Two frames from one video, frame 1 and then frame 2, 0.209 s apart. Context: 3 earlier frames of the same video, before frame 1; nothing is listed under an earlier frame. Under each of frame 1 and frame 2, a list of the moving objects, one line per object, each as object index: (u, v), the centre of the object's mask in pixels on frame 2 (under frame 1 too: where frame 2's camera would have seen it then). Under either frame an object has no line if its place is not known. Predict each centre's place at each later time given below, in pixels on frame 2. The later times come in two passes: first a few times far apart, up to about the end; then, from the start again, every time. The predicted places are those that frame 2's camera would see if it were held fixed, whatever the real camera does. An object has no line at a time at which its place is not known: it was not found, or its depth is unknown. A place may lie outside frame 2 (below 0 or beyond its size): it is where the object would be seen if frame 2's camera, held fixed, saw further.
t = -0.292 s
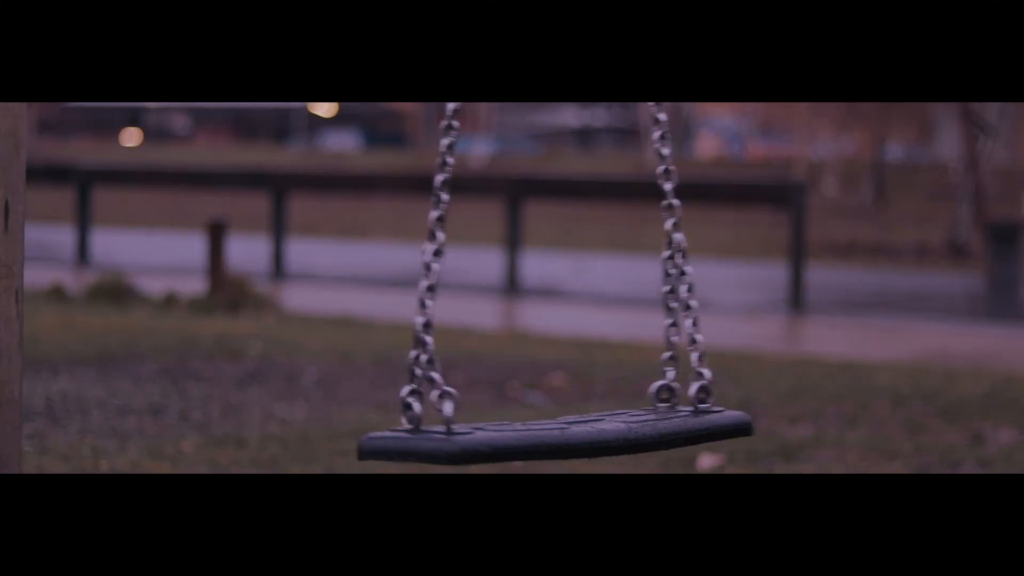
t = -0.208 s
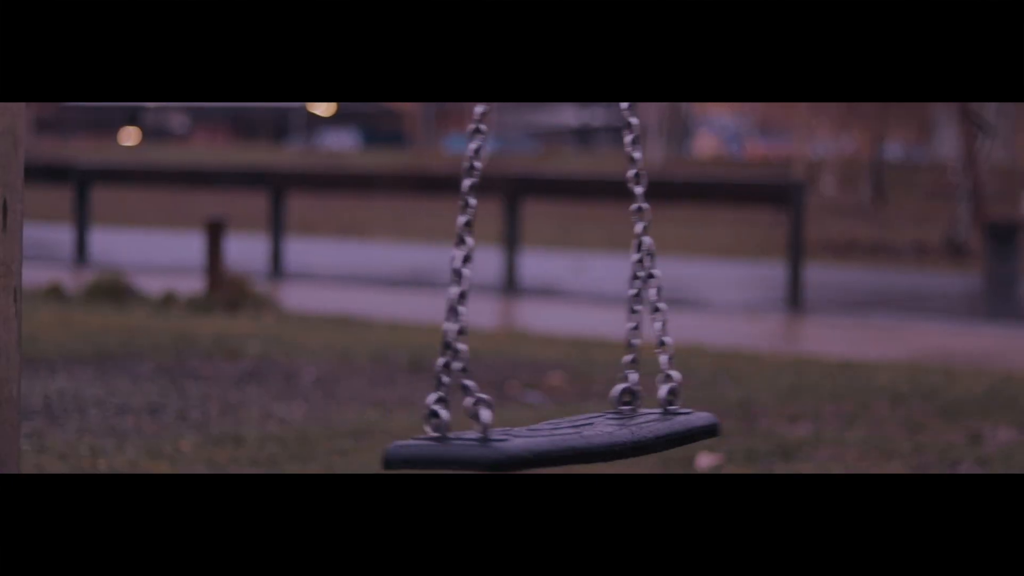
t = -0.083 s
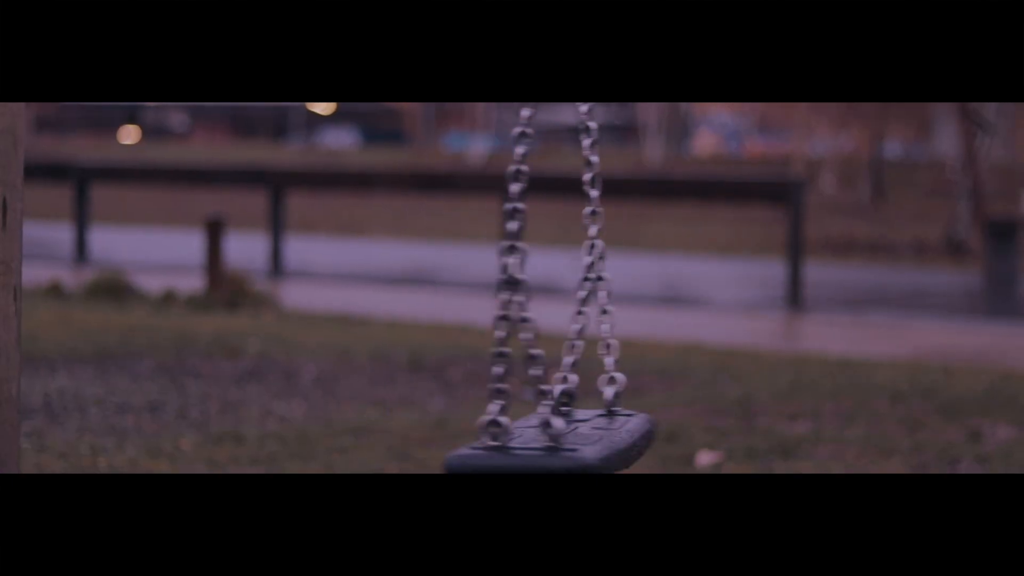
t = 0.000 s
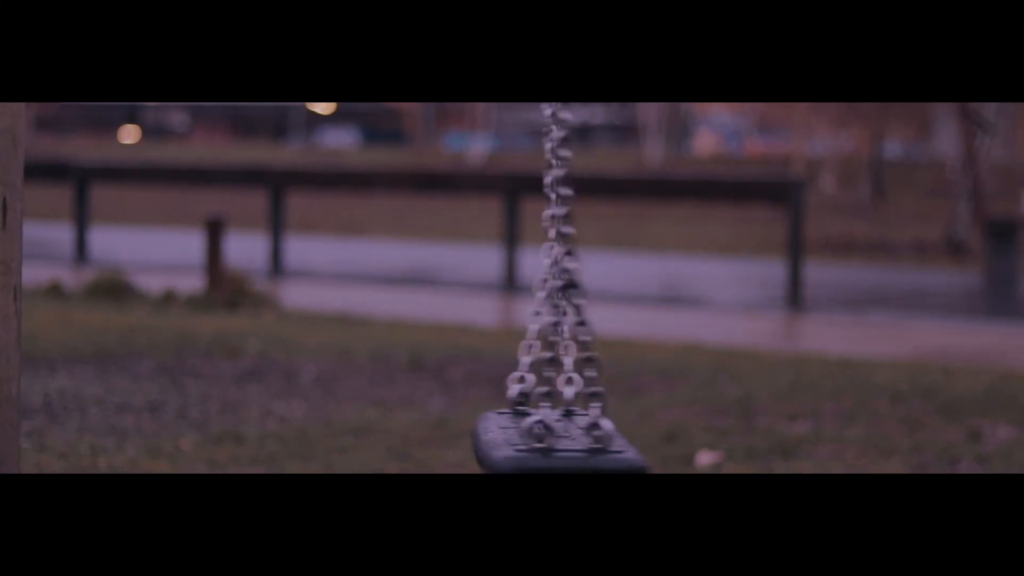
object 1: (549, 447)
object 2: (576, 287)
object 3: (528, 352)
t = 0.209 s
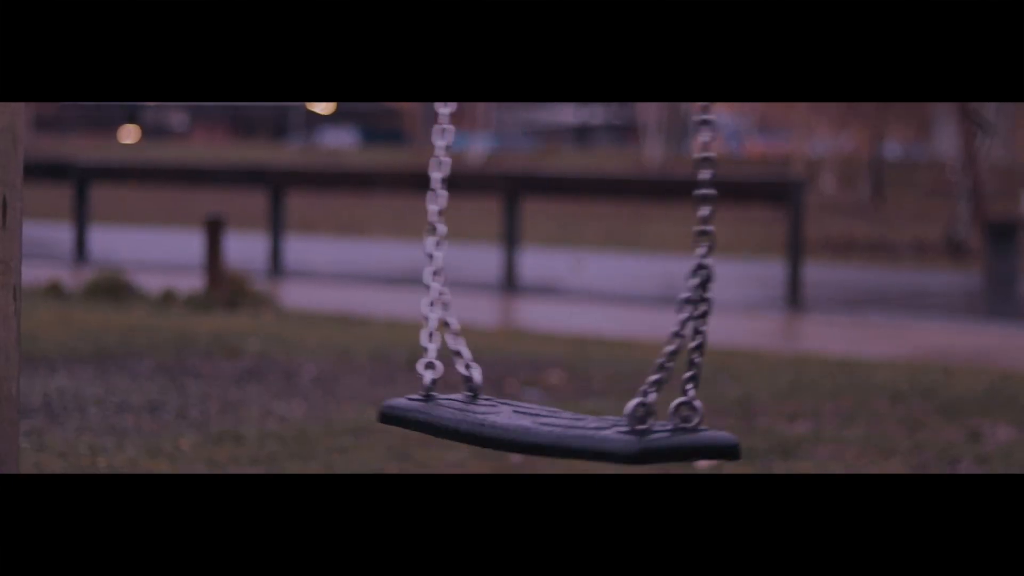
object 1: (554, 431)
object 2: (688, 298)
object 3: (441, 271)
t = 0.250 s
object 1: (553, 426)
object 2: (705, 296)
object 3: (423, 268)
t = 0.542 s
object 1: (549, 399)
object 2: (767, 270)
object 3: (349, 264)
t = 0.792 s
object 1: (545, 401)
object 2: (768, 265)
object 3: (336, 267)
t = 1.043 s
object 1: (548, 422)
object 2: (761, 271)
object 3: (341, 277)
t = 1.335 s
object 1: (555, 432)
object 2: (769, 276)
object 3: (351, 282)
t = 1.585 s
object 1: (564, 426)
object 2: (763, 277)
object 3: (371, 277)
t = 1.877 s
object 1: (573, 419)
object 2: (752, 277)
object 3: (389, 276)
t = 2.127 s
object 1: (577, 427)
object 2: (744, 287)
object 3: (401, 292)
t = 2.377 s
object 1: (578, 424)
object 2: (730, 283)
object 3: (419, 302)
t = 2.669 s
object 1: (574, 403)
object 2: (672, 269)
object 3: (470, 291)
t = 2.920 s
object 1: (572, 367)
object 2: (654, 248)
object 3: (495, 271)
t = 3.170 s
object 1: (572, 356)
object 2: (659, 239)
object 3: (490, 264)
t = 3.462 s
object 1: (572, 395)
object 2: (693, 258)
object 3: (457, 288)
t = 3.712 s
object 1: (580, 437)
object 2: (746, 291)
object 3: (409, 303)
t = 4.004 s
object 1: (593, 426)
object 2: (792, 282)
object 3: (393, 283)
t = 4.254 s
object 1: (599, 410)
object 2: (774, 290)
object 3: (429, 277)
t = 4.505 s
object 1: (603, 415)
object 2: (747, 304)
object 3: (459, 273)
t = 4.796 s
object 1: (602, 448)
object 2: (720, 321)
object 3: (481, 292)
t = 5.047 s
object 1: (596, 445)
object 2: (701, 318)
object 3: (486, 292)
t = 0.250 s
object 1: (553, 426)
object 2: (705, 296)
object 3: (423, 268)
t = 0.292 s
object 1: (553, 422)
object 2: (719, 294)
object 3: (406, 265)
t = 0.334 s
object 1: (552, 417)
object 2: (731, 292)
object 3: (391, 261)
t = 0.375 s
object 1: (552, 412)
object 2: (742, 287)
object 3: (380, 262)
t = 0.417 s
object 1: (551, 408)
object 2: (750, 281)
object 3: (370, 261)
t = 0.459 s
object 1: (550, 404)
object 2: (757, 277)
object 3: (361, 260)
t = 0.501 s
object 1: (551, 402)
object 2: (762, 274)
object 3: (354, 263)
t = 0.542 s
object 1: (549, 399)
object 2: (767, 270)
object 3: (349, 264)
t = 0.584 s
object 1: (549, 399)
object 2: (770, 268)
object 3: (344, 263)
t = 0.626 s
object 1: (548, 399)
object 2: (772, 266)
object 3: (341, 265)
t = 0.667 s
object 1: (547, 398)
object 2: (772, 265)
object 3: (339, 264)
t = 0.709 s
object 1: (545, 399)
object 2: (771, 263)
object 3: (335, 265)
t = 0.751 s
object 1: (544, 400)
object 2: (770, 264)
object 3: (335, 267)
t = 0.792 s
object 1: (545, 401)
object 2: (768, 265)
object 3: (336, 267)
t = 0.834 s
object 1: (546, 403)
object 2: (768, 265)
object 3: (337, 268)
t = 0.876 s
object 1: (546, 406)
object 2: (765, 266)
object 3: (338, 269)
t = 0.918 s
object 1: (546, 410)
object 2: (763, 268)
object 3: (339, 271)
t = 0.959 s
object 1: (546, 415)
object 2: (762, 269)
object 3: (340, 274)
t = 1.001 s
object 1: (548, 419)
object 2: (762, 270)
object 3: (341, 277)
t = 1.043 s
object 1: (548, 422)
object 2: (761, 271)
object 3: (341, 277)
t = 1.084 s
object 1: (549, 425)
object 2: (761, 271)
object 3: (341, 277)
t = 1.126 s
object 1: (551, 427)
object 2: (764, 272)
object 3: (343, 279)
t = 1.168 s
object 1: (552, 429)
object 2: (765, 273)
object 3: (344, 278)
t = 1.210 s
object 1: (552, 431)
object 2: (766, 275)
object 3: (345, 280)
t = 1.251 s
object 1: (553, 432)
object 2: (768, 275)
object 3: (347, 282)
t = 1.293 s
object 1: (554, 432)
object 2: (769, 276)
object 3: (349, 281)
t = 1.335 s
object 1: (555, 432)
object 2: (769, 276)
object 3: (351, 282)
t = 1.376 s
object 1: (555, 432)
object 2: (767, 278)
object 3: (354, 283)
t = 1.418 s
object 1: (557, 431)
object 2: (766, 278)
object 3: (357, 282)
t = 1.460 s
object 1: (558, 430)
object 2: (765, 279)
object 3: (360, 282)
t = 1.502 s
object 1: (560, 429)
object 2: (765, 278)
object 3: (364, 281)
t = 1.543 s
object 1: (562, 428)
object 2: (763, 278)
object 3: (367, 281)
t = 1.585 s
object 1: (564, 426)
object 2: (763, 277)
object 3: (371, 277)
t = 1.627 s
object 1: (565, 424)
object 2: (761, 276)
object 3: (374, 277)
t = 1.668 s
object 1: (566, 423)
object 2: (760, 274)
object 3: (377, 275)
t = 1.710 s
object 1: (569, 422)
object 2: (758, 273)
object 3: (379, 275)
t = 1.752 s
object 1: (570, 421)
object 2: (757, 274)
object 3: (382, 276)
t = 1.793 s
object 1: (571, 420)
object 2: (755, 276)
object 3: (384, 275)
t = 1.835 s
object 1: (572, 419)
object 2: (754, 276)
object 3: (387, 275)
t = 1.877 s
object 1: (573, 419)
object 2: (752, 277)
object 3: (389, 276)
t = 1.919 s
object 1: (574, 420)
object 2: (751, 279)
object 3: (391, 278)
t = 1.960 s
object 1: (575, 422)
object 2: (750, 281)
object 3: (393, 281)
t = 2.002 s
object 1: (576, 424)
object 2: (750, 283)
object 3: (396, 284)
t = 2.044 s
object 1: (576, 425)
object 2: (748, 284)
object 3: (397, 287)
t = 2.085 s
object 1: (576, 427)
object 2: (746, 285)
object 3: (399, 289)
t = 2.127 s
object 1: (577, 427)
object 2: (744, 287)
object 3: (401, 292)
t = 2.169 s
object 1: (577, 428)
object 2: (742, 288)
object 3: (402, 295)
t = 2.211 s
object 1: (577, 428)
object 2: (741, 290)
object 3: (405, 298)
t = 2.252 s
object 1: (577, 428)
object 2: (739, 287)
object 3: (407, 299)
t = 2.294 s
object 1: (578, 427)
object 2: (737, 288)
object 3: (410, 301)
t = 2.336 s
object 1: (577, 426)
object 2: (734, 286)
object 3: (414, 301)
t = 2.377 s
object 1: (578, 424)
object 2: (730, 283)
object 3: (419, 302)
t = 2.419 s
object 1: (577, 423)
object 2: (724, 283)
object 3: (425, 303)
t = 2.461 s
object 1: (577, 422)
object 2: (717, 284)
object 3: (432, 304)
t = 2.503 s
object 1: (576, 420)
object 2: (708, 280)
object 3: (438, 304)
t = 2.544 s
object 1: (575, 417)
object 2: (698, 278)
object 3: (445, 304)
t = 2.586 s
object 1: (575, 413)
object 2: (689, 274)
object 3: (452, 302)
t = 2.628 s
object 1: (574, 408)
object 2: (680, 271)
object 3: (460, 300)
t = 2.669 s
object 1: (574, 403)
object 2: (672, 269)
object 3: (470, 291)
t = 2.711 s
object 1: (573, 397)
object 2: (666, 266)
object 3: (477, 288)
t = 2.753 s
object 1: (573, 388)
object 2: (662, 261)
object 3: (482, 283)
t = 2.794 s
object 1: (572, 382)
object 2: (658, 259)
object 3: (487, 280)
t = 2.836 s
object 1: (571, 377)
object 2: (656, 256)
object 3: (490, 276)
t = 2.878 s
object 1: (572, 372)
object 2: (654, 251)
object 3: (494, 274)
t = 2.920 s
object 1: (572, 367)
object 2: (654, 248)
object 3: (495, 271)
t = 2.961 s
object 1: (571, 363)
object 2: (654, 245)
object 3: (496, 269)
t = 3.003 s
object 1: (572, 359)
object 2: (654, 243)
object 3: (496, 266)
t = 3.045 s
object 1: (573, 356)
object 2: (655, 240)
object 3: (495, 264)
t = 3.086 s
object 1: (573, 354)
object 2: (656, 239)
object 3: (495, 262)
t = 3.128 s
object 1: (572, 355)
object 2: (657, 240)
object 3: (492, 263)
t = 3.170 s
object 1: (572, 356)
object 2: (659, 239)
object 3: (490, 264)
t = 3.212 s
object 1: (573, 359)
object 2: (663, 241)
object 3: (488, 265)
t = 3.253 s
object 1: (572, 362)
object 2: (667, 242)
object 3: (484, 268)
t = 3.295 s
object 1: (573, 367)
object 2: (671, 245)
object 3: (480, 270)
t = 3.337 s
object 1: (572, 373)
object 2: (676, 247)
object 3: (475, 274)
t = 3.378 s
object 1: (571, 380)
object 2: (680, 252)
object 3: (470, 280)
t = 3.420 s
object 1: (572, 387)
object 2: (687, 254)
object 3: (464, 285)
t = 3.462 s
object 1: (572, 395)
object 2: (693, 258)
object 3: (457, 288)
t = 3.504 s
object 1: (572, 403)
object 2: (700, 262)
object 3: (450, 294)
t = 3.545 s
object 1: (573, 411)
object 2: (709, 266)
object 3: (443, 302)
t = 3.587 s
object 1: (575, 418)
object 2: (718, 272)
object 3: (434, 305)
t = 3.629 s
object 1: (576, 426)
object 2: (727, 280)
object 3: (426, 305)
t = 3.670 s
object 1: (579, 432)
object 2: (738, 284)
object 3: (418, 305)
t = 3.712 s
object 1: (580, 437)
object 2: (746, 291)
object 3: (409, 303)
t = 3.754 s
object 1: (581, 439)
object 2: (758, 291)
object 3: (402, 298)
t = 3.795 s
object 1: (582, 439)
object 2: (766, 288)
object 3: (395, 295)
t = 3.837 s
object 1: (584, 437)
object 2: (775, 283)
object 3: (391, 291)
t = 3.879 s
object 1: (587, 435)
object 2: (782, 278)
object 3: (388, 287)
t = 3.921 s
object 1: (589, 432)
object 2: (787, 278)
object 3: (388, 285)
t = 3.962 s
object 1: (591, 429)
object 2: (791, 280)
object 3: (389, 283)
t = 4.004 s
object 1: (593, 426)
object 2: (792, 282)
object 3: (393, 283)
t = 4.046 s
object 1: (594, 423)
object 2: (791, 286)
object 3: (398, 283)
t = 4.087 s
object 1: (594, 420)
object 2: (789, 289)
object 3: (403, 282)
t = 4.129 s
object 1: (595, 417)
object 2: (786, 290)
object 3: (409, 279)
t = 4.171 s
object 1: (597, 414)
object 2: (782, 291)
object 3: (416, 278)
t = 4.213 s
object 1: (598, 411)
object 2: (778, 290)
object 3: (422, 276)
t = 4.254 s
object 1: (599, 410)
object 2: (774, 290)
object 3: (429, 277)
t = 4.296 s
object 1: (599, 408)
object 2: (769, 291)
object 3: (435, 277)
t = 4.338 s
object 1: (600, 407)
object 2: (764, 291)
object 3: (440, 276)
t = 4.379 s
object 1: (601, 408)
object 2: (759, 294)
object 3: (446, 275)
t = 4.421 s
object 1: (601, 410)
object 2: (755, 297)
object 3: (450, 271)
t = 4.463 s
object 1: (602, 412)
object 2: (750, 301)
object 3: (455, 271)
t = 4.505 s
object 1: (603, 415)
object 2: (747, 304)
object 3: (459, 273)
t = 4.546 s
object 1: (603, 419)
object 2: (743, 302)
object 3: (463, 276)
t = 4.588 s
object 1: (602, 425)
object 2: (739, 304)
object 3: (467, 278)
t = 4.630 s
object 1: (603, 429)
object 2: (735, 308)
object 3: (471, 282)
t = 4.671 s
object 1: (603, 435)
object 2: (731, 311)
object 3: (474, 284)
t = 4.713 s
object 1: (603, 440)
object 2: (728, 314)
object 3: (477, 286)
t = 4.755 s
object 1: (602, 445)
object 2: (724, 319)
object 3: (479, 291)
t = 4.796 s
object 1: (602, 448)
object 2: (720, 321)
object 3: (481, 292)
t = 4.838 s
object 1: (601, 450)
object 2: (715, 323)
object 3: (483, 293)
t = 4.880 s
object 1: (600, 450)
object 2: (711, 322)
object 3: (484, 294)
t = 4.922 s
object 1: (599, 449)
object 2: (708, 323)
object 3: (485, 293)
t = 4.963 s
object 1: (598, 448)
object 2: (705, 321)
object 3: (485, 292)
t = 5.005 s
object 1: (597, 446)
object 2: (703, 320)
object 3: (485, 293)
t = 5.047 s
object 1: (596, 445)
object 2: (701, 318)
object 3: (486, 292)
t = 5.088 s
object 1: (594, 444)
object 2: (701, 317)
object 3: (486, 292)
